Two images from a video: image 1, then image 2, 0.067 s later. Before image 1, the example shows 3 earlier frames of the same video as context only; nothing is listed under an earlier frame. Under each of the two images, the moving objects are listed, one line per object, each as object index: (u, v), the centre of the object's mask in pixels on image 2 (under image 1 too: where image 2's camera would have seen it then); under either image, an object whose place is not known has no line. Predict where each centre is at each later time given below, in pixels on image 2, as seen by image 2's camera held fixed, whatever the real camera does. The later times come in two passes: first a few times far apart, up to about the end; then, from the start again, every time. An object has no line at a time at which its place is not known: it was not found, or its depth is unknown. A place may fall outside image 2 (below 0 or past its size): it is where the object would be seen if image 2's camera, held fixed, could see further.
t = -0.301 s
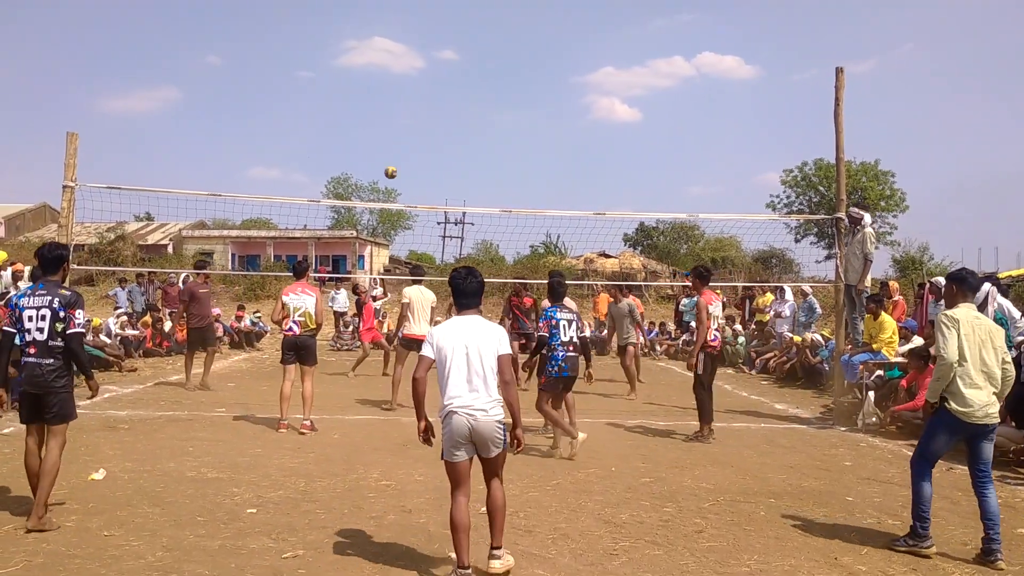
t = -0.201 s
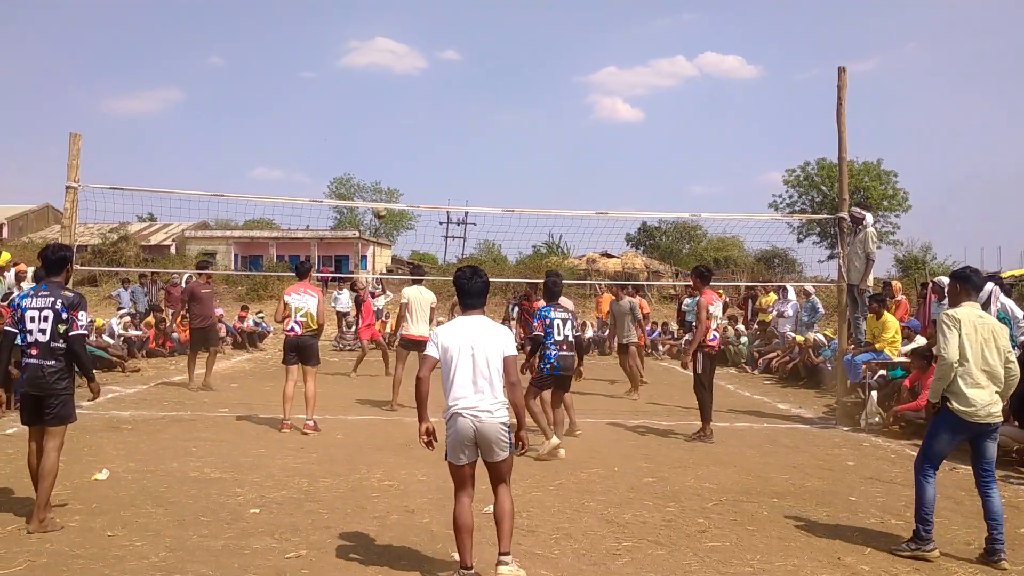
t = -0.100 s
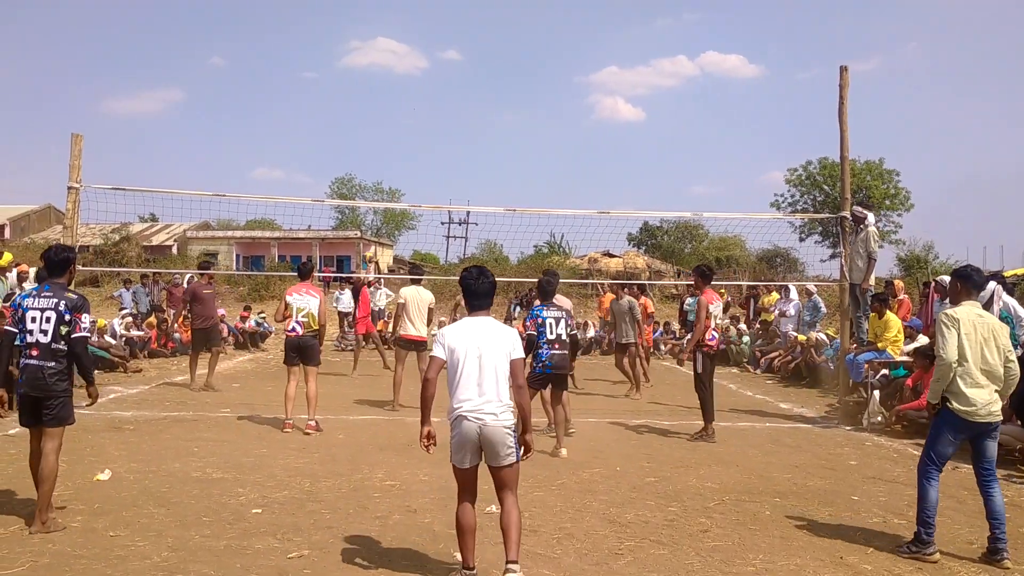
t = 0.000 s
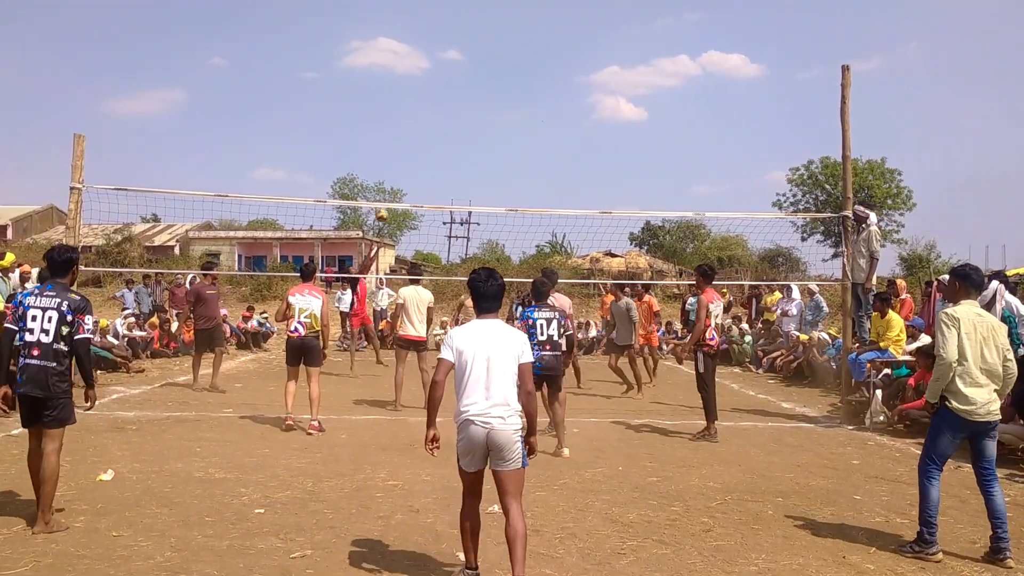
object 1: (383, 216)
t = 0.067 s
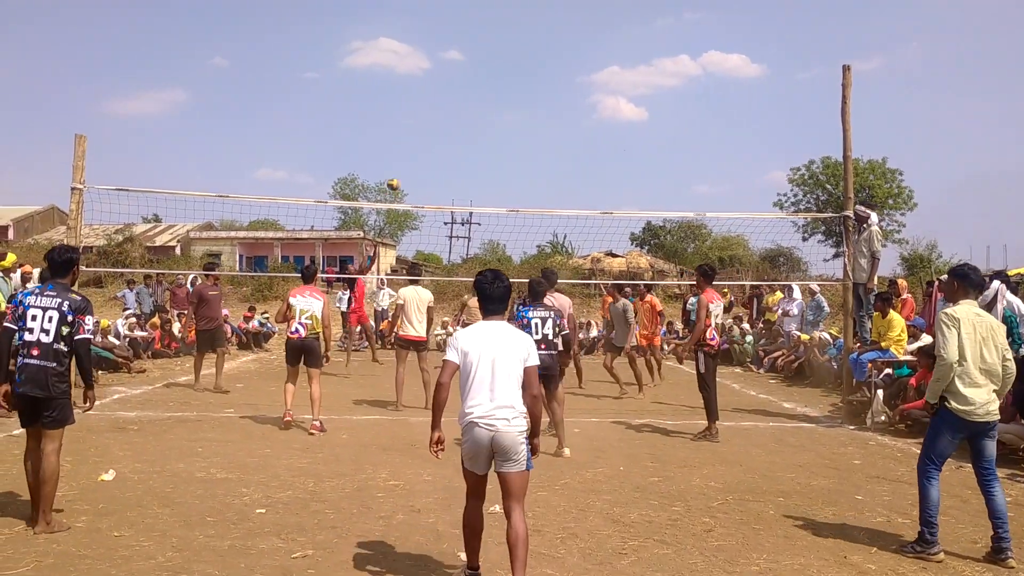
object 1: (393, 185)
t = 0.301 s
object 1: (430, 93)
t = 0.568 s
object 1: (471, 23)
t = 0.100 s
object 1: (398, 169)
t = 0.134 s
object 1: (404, 155)
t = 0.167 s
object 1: (409, 142)
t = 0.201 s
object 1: (414, 129)
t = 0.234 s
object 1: (420, 116)
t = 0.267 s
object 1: (425, 104)
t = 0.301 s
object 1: (430, 93)
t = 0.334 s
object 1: (435, 82)
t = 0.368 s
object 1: (440, 72)
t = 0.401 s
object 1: (445, 62)
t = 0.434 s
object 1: (450, 52)
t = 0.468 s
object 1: (455, 44)
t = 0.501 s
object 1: (460, 36)
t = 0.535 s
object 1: (465, 29)
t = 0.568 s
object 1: (471, 23)
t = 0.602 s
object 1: (476, 17)
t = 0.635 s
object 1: (481, 13)
